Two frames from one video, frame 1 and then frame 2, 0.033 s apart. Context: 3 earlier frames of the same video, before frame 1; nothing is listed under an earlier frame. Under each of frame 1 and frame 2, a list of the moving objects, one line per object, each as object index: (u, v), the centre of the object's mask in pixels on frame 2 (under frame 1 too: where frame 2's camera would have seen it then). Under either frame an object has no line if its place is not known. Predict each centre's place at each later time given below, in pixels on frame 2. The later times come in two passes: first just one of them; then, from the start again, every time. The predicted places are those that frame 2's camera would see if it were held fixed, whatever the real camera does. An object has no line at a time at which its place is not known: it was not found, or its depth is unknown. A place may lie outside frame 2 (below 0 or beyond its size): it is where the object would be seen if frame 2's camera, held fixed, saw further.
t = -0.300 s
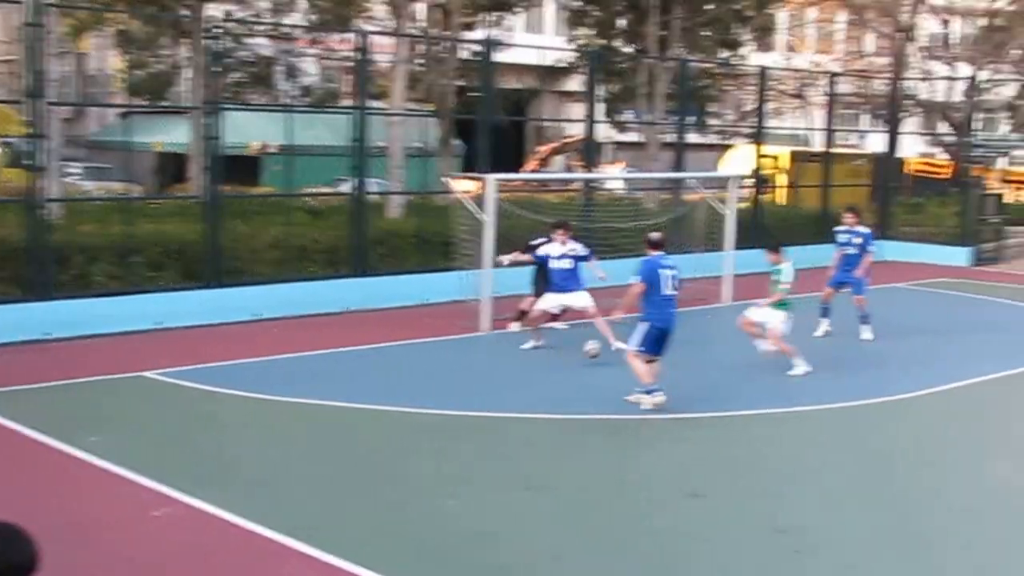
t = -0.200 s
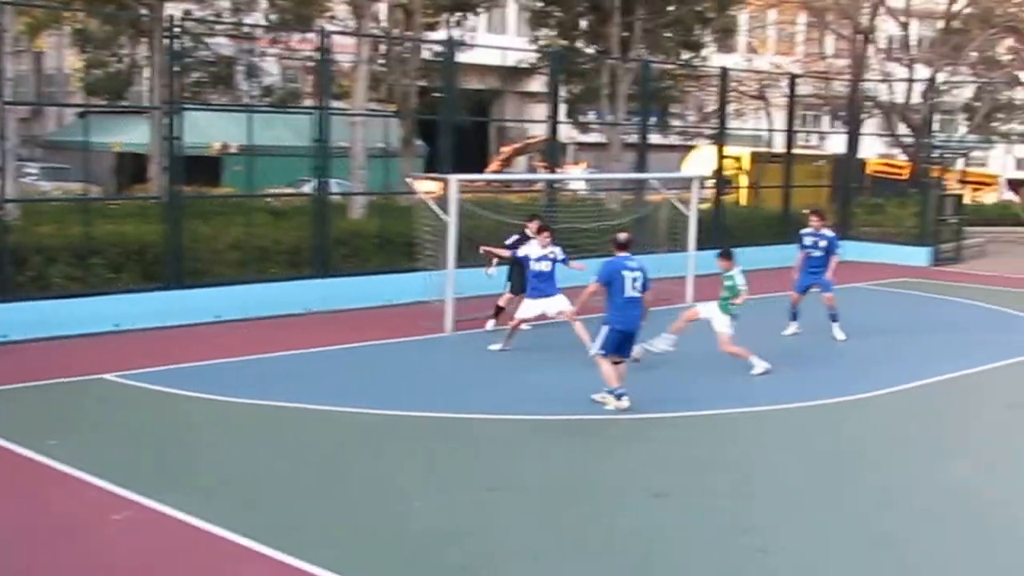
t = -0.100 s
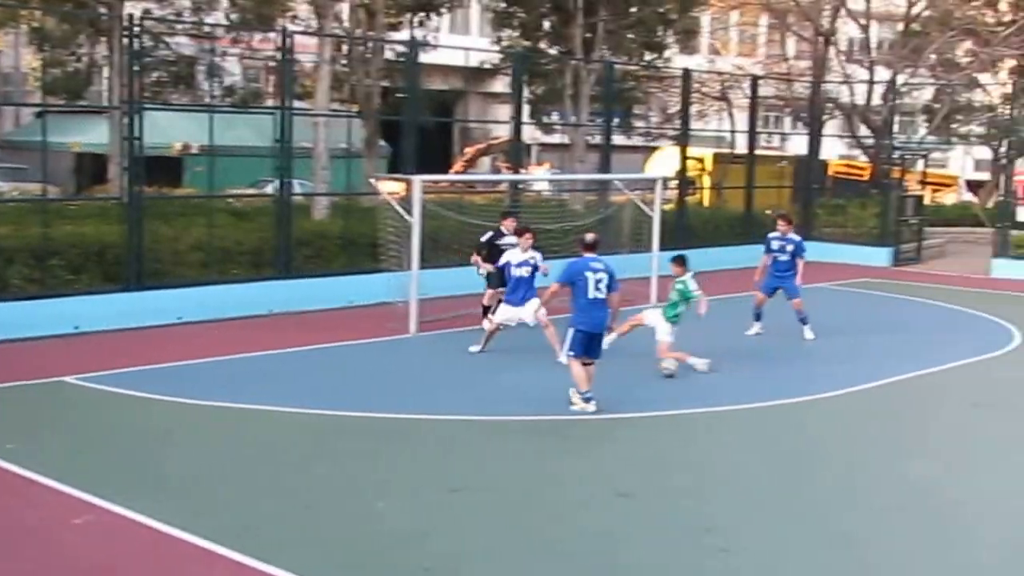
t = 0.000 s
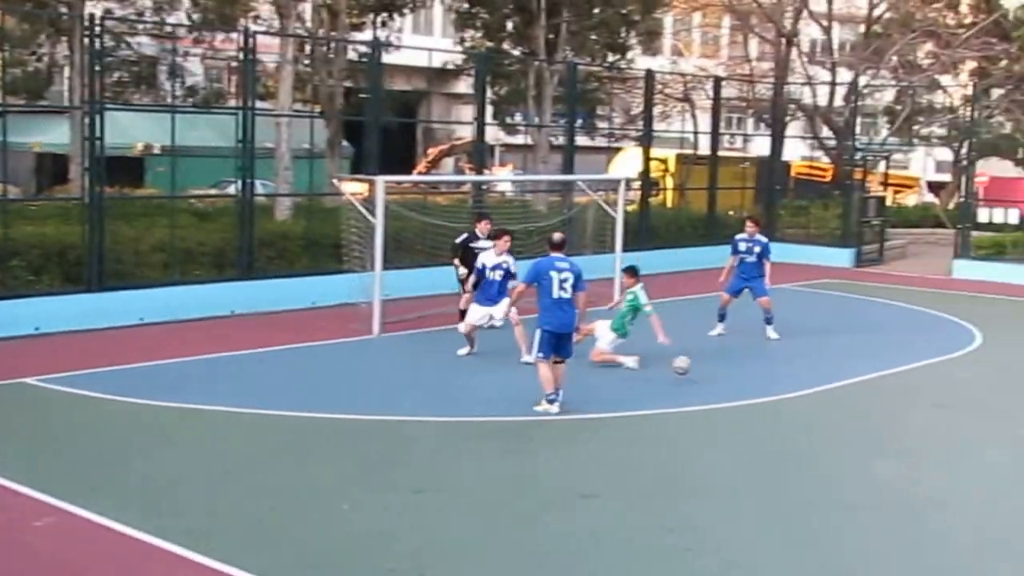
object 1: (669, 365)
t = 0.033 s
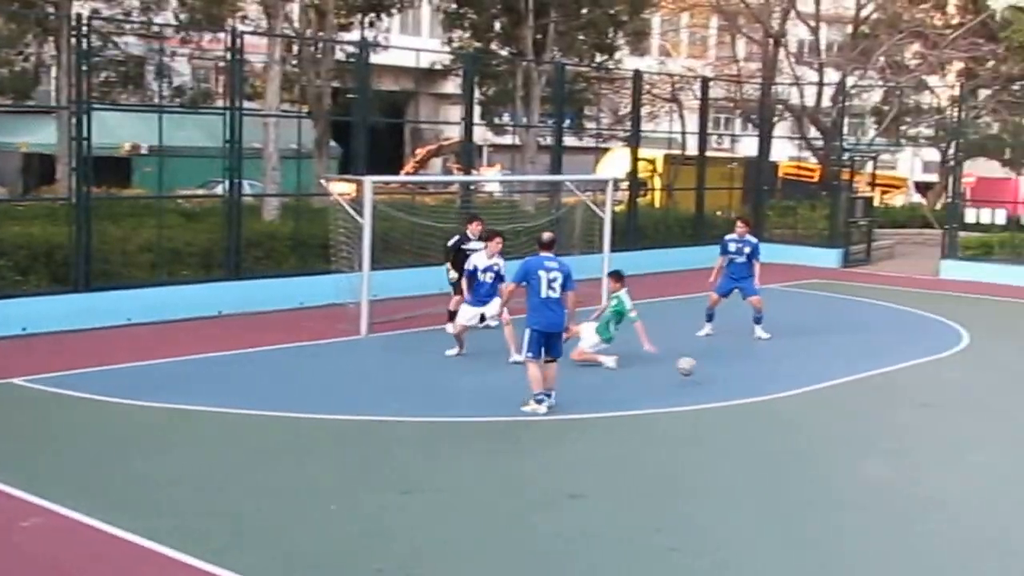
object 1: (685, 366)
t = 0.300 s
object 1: (833, 390)
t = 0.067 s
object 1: (704, 368)
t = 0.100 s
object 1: (721, 371)
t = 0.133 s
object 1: (739, 376)
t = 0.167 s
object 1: (756, 382)
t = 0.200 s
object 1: (775, 388)
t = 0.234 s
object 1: (795, 388)
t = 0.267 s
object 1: (814, 390)
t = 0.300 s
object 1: (833, 390)
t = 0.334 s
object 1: (854, 394)
